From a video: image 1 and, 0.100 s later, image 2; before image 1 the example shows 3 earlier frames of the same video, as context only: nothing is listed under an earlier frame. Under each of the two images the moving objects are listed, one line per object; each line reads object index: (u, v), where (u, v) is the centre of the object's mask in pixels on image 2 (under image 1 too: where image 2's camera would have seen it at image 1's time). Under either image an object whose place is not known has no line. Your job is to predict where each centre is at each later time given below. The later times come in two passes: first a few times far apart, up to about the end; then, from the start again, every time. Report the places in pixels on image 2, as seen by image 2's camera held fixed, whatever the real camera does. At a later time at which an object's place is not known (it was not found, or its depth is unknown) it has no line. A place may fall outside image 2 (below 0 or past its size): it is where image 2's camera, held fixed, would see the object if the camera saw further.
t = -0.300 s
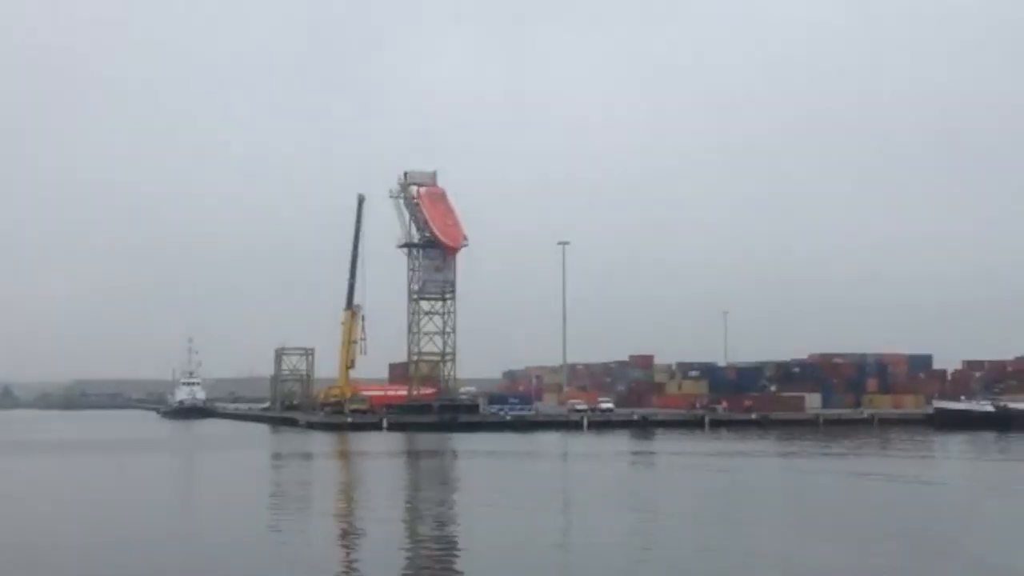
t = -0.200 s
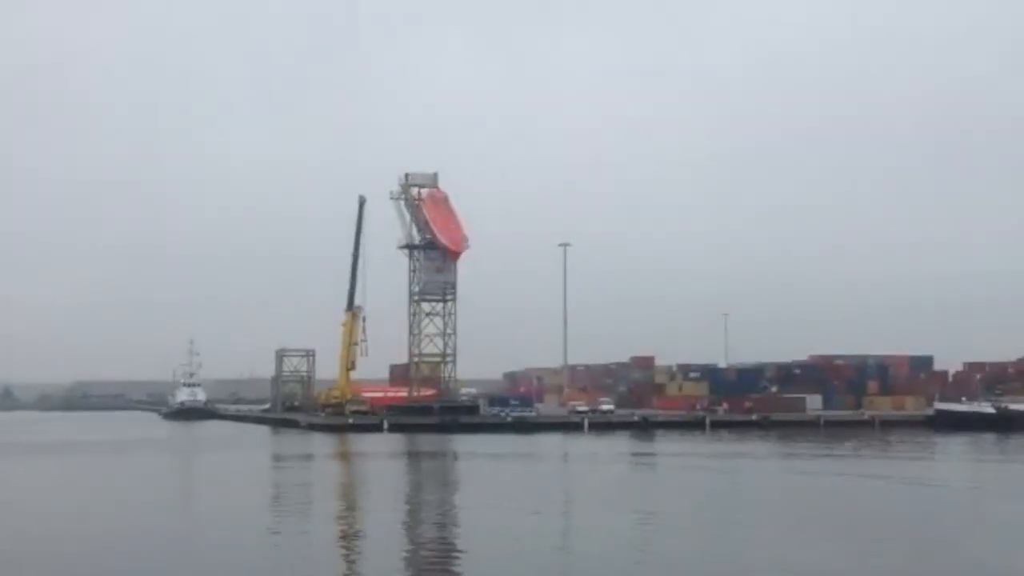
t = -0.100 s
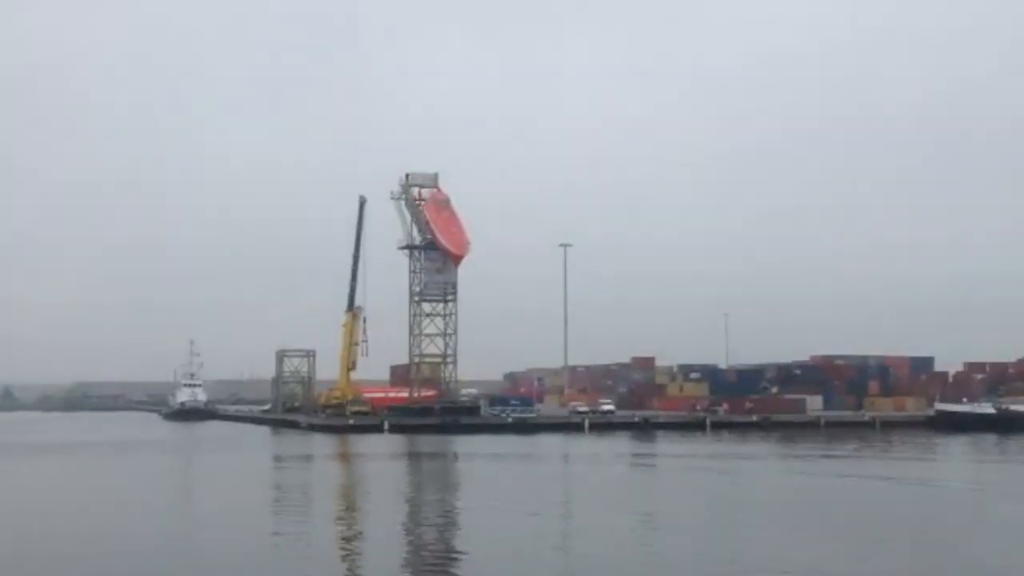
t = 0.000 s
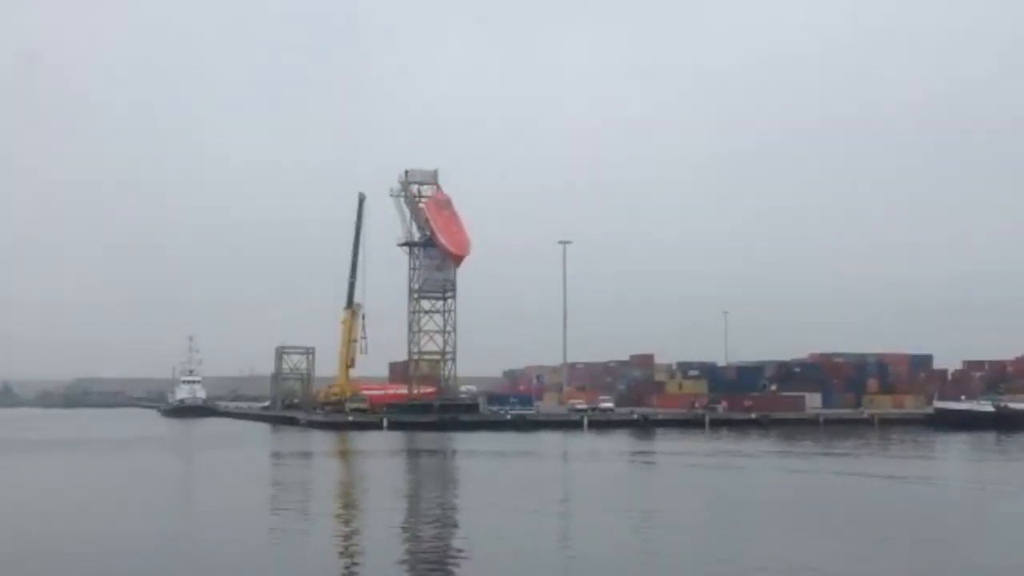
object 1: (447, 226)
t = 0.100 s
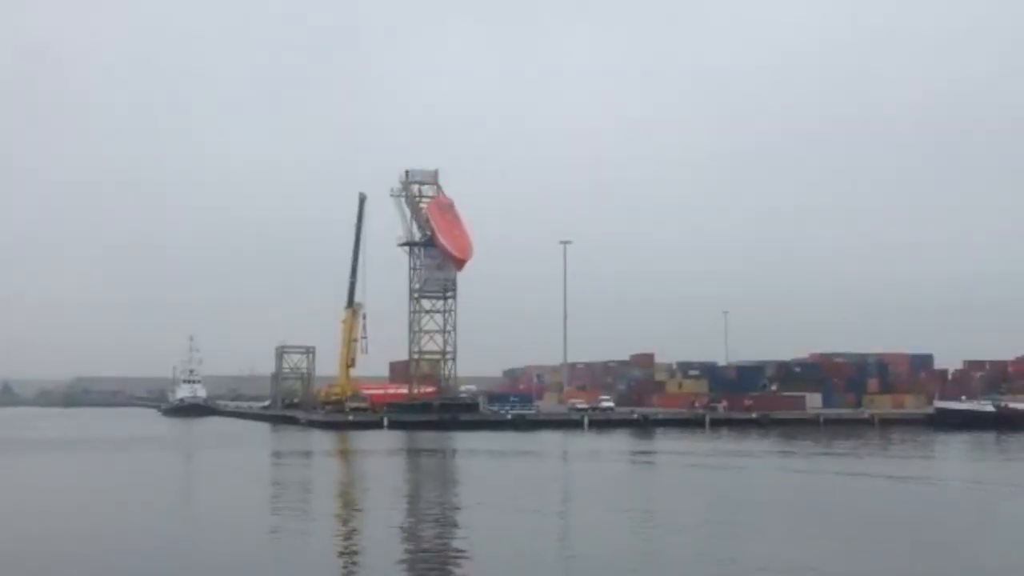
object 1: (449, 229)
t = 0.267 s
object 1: (452, 236)
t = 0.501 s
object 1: (457, 246)
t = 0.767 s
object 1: (463, 262)
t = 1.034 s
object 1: (469, 284)
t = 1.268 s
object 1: (475, 310)
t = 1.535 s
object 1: (481, 343)
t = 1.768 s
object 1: (487, 379)
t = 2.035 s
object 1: (495, 404)
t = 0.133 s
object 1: (449, 230)
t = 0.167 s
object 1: (450, 232)
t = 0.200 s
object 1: (450, 232)
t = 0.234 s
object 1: (451, 234)
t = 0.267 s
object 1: (452, 236)
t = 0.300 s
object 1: (453, 237)
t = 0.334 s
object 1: (453, 238)
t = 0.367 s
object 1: (453, 239)
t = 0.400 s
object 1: (454, 241)
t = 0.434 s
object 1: (455, 242)
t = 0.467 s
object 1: (456, 244)
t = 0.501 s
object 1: (457, 246)
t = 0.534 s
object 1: (457, 247)
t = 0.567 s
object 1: (458, 249)
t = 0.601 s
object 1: (459, 251)
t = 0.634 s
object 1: (460, 254)
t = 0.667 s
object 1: (460, 255)
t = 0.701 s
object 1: (461, 257)
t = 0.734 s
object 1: (462, 259)
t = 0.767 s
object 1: (463, 262)
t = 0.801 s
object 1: (464, 265)
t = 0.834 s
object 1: (465, 267)
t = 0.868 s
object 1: (465, 269)
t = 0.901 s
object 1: (466, 272)
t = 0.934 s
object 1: (466, 274)
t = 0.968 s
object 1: (467, 277)
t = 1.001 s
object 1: (469, 281)
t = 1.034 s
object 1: (469, 284)
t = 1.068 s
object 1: (470, 288)
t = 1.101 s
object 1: (471, 291)
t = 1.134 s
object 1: (472, 294)
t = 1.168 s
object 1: (472, 298)
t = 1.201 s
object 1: (473, 302)
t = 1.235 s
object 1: (474, 305)
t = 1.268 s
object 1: (475, 310)
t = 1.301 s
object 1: (476, 314)
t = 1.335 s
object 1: (477, 318)
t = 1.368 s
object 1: (478, 322)
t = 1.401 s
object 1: (479, 326)
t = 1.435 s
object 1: (479, 330)
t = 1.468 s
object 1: (480, 334)
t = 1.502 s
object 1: (481, 339)
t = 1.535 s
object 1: (481, 343)
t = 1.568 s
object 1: (482, 348)
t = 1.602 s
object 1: (483, 353)
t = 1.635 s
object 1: (484, 358)
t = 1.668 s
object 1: (485, 362)
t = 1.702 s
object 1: (486, 368)
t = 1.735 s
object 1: (487, 373)
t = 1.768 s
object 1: (487, 379)
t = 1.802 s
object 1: (489, 386)
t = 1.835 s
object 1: (487, 379)
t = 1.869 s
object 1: (487, 380)
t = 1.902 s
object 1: (487, 381)
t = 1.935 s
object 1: (491, 392)
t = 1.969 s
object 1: (492, 396)
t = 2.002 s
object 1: (494, 400)
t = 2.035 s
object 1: (495, 404)
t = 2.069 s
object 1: (498, 407)
